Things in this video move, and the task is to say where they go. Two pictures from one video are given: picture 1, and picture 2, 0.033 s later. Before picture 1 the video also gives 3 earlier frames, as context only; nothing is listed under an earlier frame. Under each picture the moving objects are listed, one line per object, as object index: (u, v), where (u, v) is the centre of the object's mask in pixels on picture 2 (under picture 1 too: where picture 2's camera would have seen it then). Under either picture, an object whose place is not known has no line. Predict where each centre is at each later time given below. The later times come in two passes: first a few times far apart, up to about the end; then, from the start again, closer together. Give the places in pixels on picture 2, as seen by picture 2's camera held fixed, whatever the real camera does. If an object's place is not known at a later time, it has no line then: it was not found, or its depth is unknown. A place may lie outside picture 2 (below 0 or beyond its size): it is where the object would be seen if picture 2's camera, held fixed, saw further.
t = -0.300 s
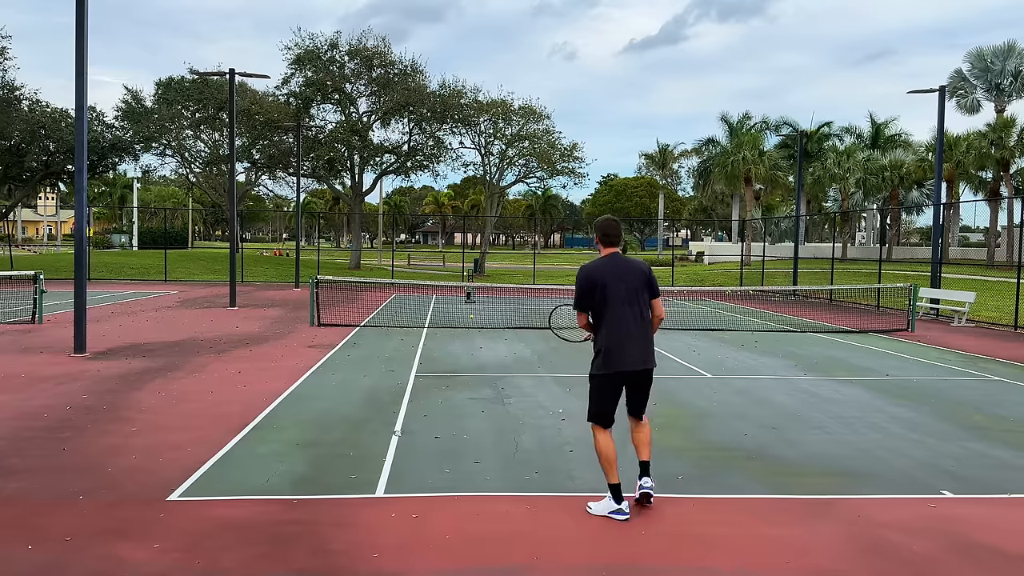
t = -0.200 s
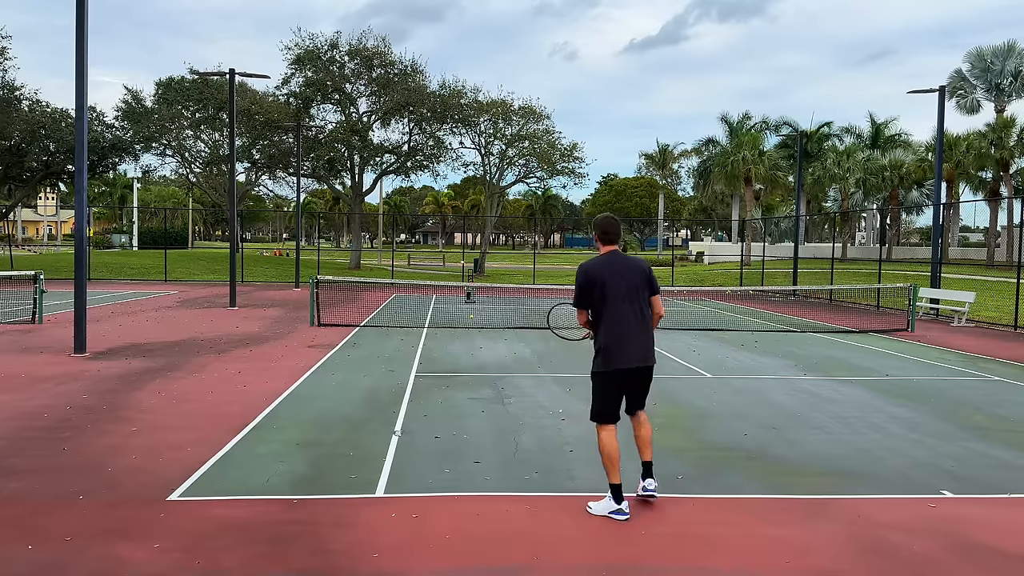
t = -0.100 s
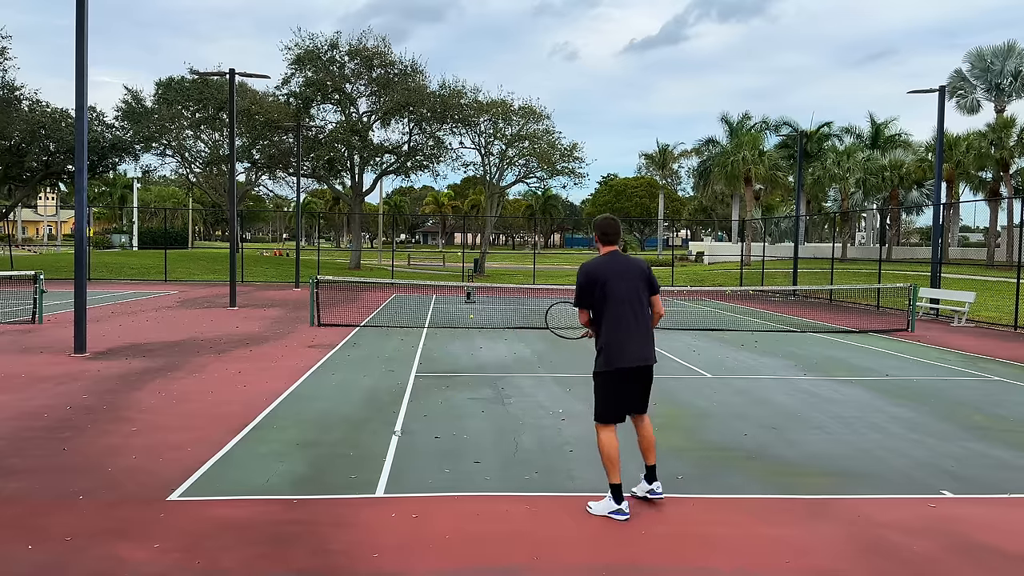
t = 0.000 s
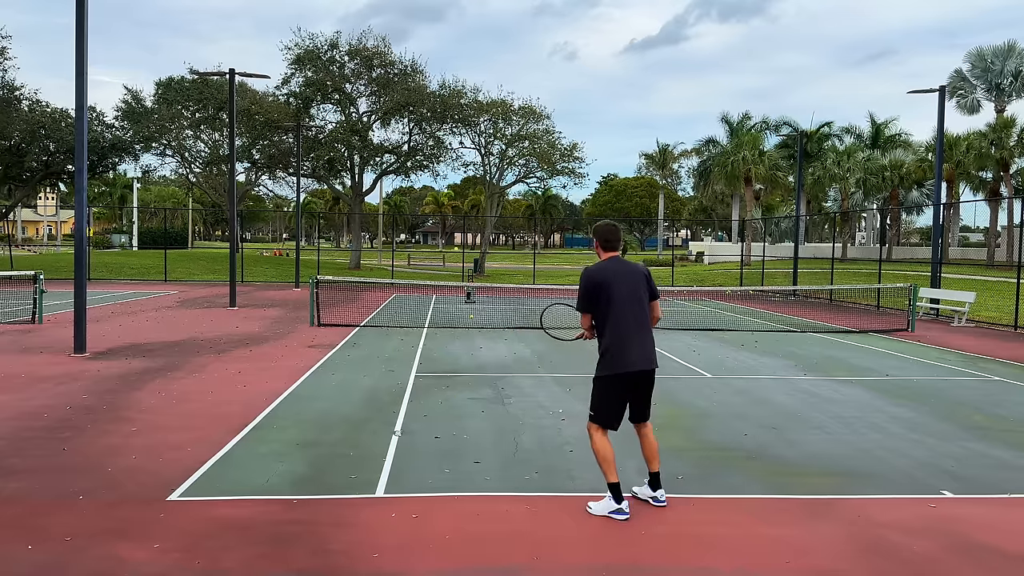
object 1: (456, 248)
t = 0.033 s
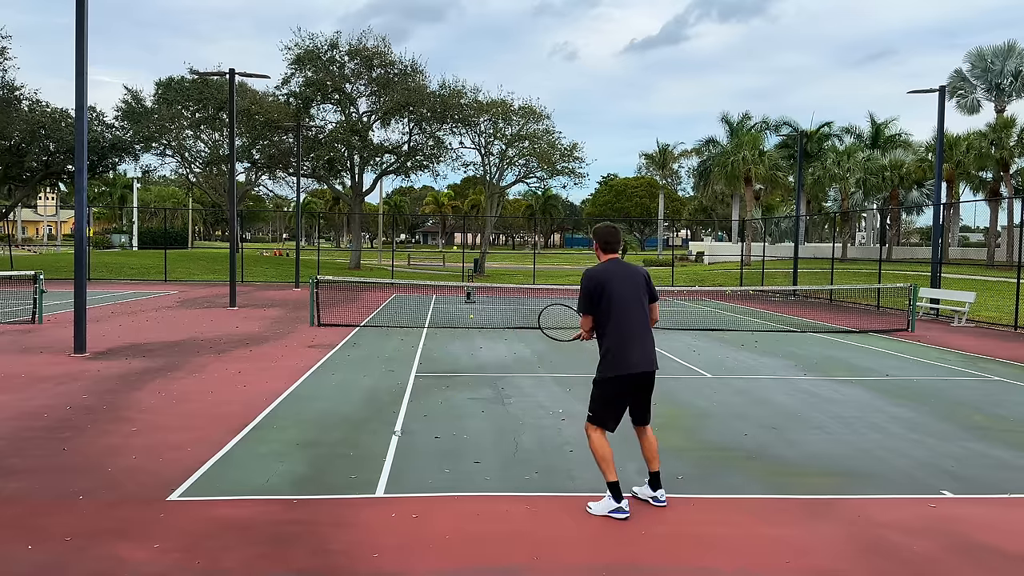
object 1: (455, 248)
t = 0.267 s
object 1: (445, 258)
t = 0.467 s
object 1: (433, 298)
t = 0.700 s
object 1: (413, 384)
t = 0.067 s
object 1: (453, 248)
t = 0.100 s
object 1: (452, 248)
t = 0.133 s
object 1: (451, 248)
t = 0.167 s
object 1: (449, 249)
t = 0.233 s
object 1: (446, 254)
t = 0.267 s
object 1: (445, 258)
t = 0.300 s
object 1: (443, 263)
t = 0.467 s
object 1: (433, 298)
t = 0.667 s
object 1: (415, 391)
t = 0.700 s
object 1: (413, 384)
